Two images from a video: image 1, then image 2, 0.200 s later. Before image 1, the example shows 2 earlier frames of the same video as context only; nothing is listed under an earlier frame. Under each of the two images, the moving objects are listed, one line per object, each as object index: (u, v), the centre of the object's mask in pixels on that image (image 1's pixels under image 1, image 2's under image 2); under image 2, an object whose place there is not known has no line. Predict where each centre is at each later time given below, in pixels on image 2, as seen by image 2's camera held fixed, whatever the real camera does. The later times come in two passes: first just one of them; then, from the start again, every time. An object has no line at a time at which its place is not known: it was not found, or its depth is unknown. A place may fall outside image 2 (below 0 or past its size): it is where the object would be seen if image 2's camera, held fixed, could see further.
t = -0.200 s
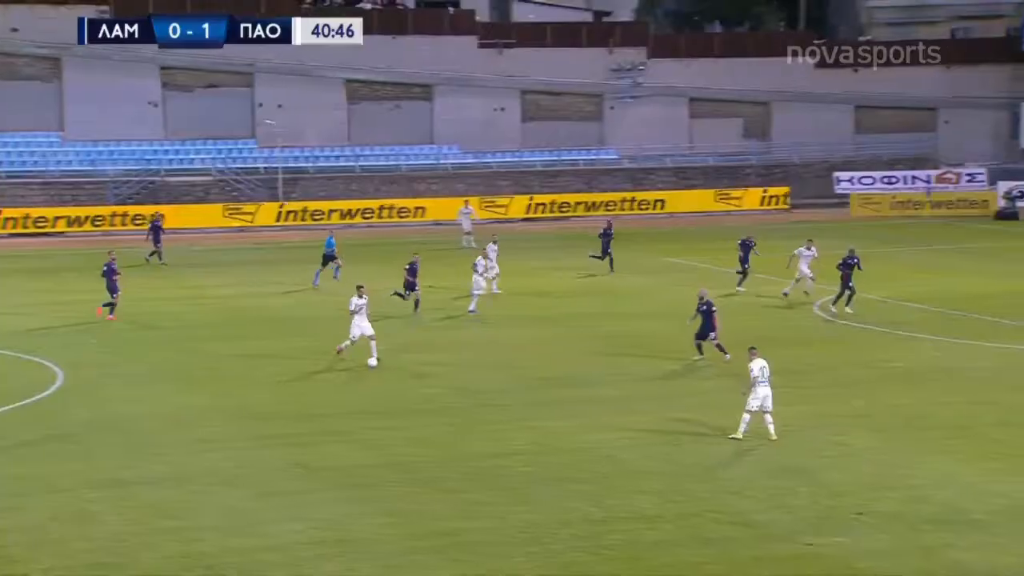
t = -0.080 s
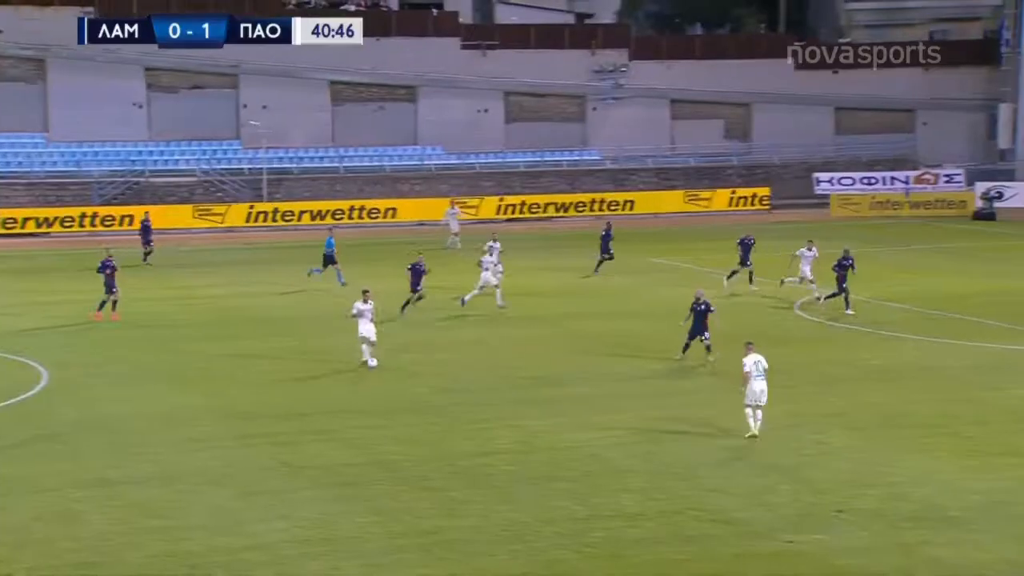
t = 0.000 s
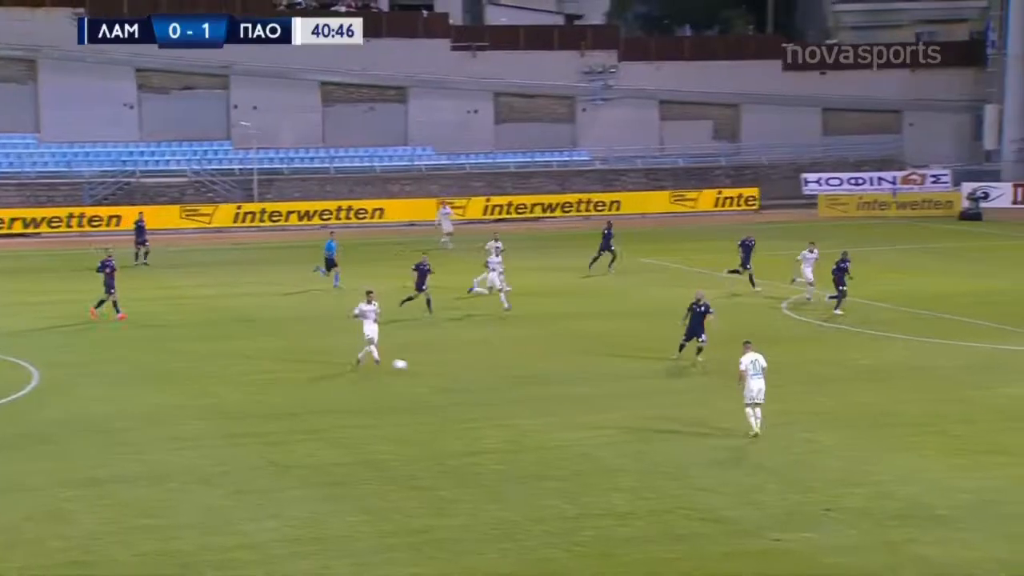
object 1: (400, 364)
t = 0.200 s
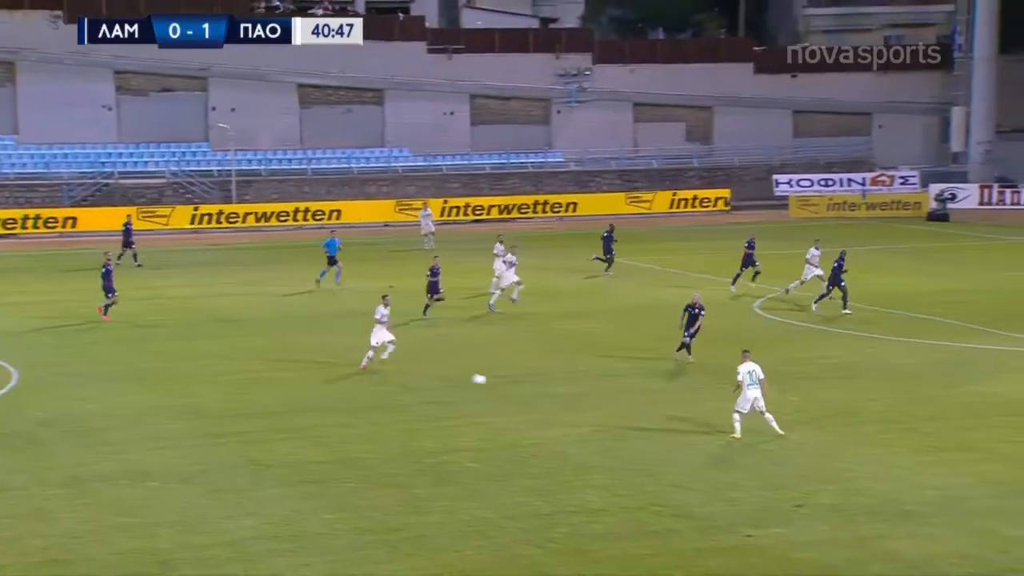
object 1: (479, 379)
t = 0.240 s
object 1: (499, 385)
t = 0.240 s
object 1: (499, 385)
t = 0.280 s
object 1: (518, 386)
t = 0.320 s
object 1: (537, 387)
